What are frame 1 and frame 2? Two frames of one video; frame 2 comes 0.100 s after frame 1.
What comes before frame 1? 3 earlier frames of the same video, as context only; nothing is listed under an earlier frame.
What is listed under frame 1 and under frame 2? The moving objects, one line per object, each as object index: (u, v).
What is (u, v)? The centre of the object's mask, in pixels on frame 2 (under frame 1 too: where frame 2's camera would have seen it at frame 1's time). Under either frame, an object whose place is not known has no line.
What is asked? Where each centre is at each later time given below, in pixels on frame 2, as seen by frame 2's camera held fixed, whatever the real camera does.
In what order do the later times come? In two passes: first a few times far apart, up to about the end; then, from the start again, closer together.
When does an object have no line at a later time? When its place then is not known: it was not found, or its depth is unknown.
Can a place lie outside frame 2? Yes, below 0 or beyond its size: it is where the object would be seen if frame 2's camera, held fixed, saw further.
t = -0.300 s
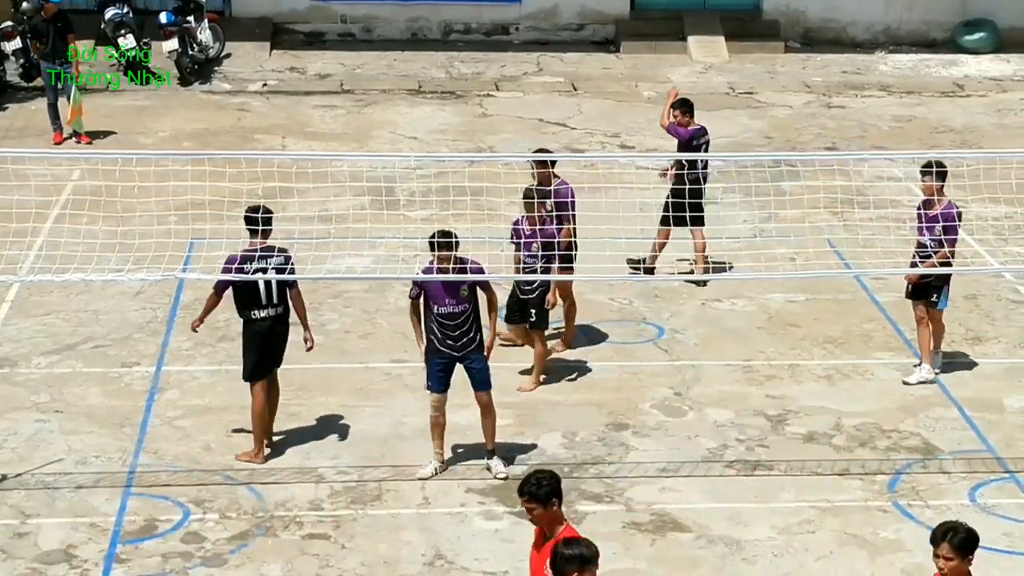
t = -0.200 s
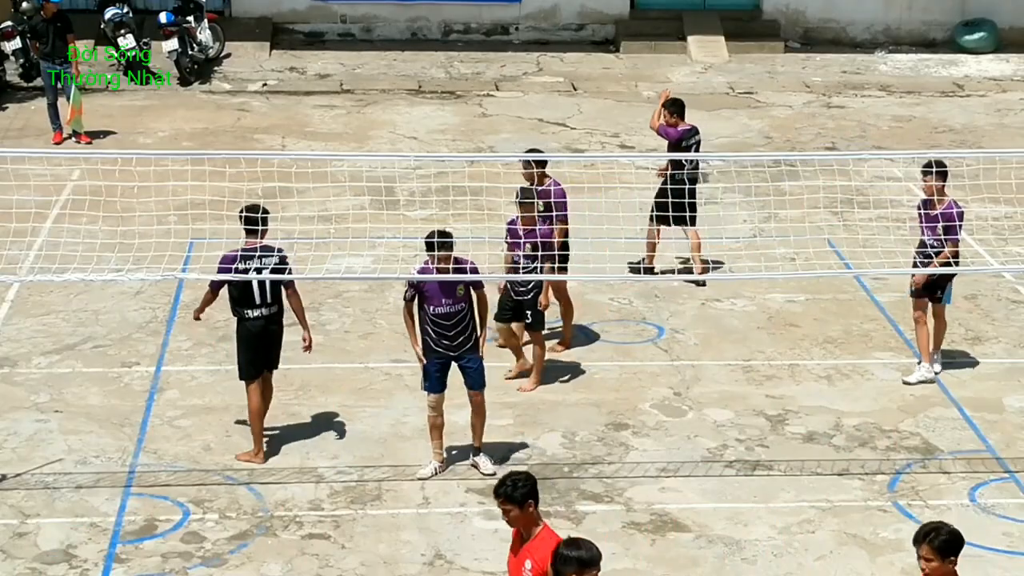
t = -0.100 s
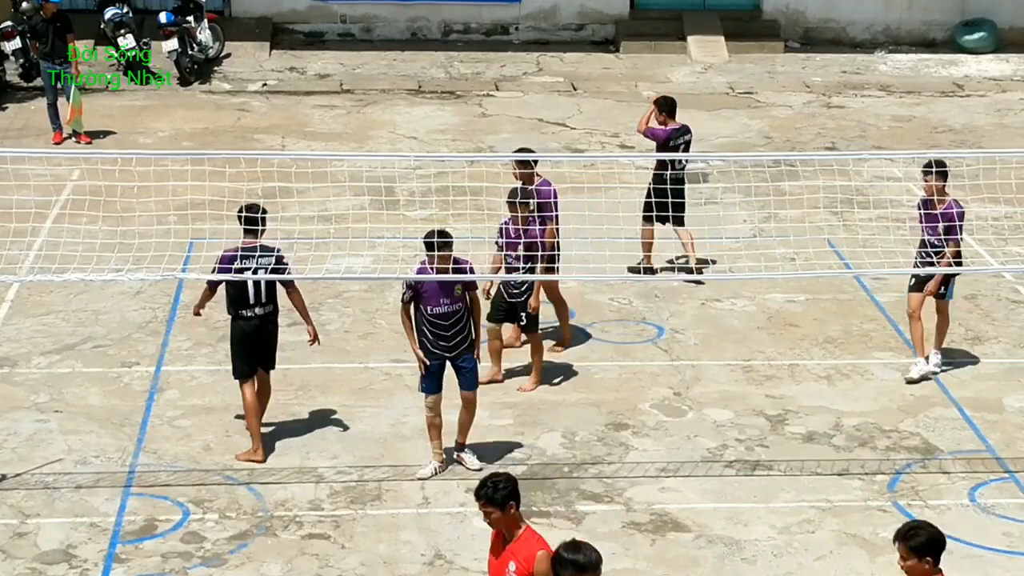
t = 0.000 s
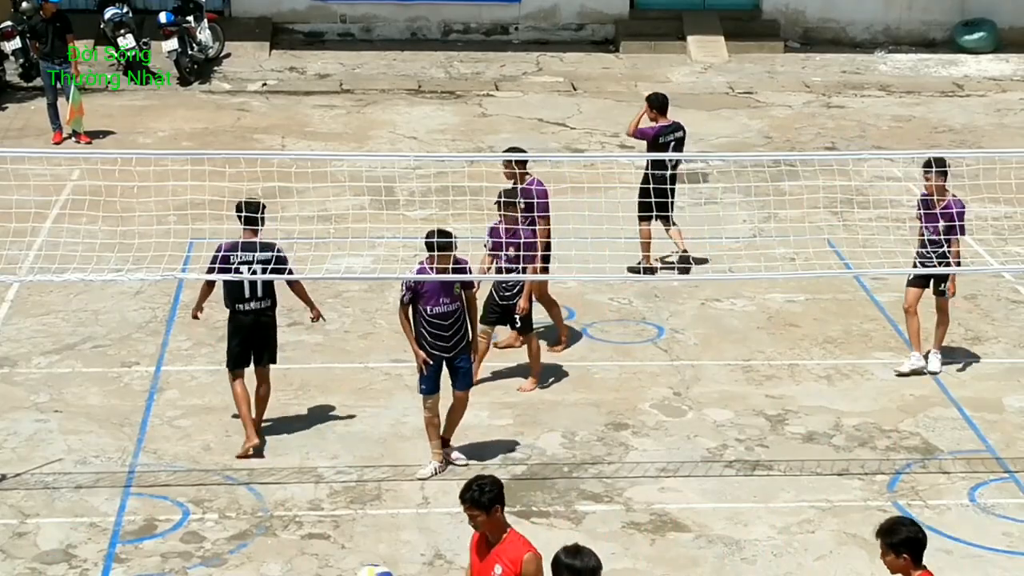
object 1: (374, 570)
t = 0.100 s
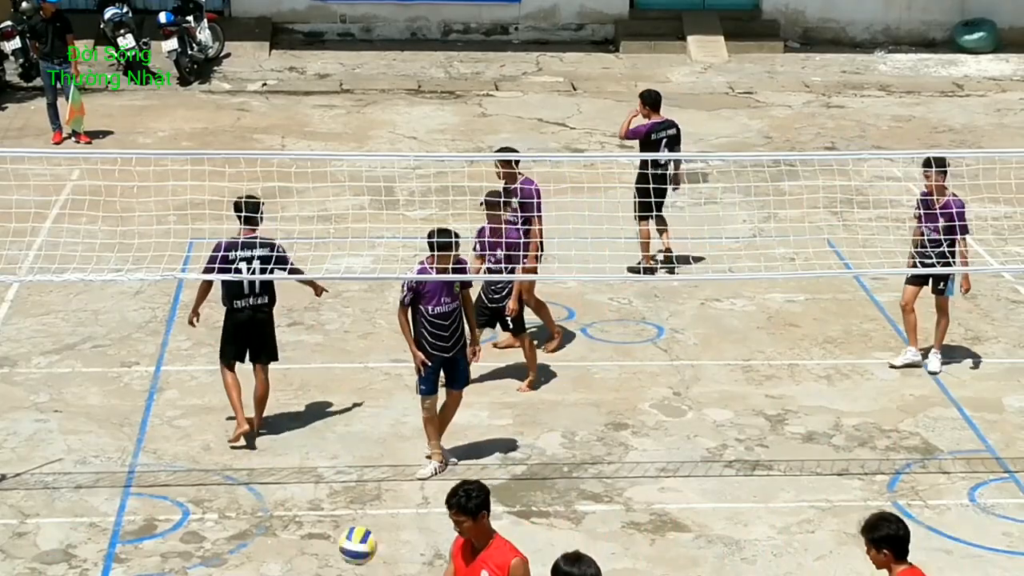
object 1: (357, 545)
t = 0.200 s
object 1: (341, 526)
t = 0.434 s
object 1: (305, 544)
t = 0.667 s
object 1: (270, 560)
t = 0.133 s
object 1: (352, 537)
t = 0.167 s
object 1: (346, 530)
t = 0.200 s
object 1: (341, 526)
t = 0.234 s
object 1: (336, 522)
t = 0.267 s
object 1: (330, 521)
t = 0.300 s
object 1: (325, 522)
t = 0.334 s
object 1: (319, 524)
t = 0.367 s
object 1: (315, 528)
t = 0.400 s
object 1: (310, 535)
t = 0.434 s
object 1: (305, 544)
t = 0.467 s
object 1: (300, 552)
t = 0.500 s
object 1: (295, 562)
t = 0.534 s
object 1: (291, 568)
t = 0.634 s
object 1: (275, 570)
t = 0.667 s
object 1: (270, 560)
